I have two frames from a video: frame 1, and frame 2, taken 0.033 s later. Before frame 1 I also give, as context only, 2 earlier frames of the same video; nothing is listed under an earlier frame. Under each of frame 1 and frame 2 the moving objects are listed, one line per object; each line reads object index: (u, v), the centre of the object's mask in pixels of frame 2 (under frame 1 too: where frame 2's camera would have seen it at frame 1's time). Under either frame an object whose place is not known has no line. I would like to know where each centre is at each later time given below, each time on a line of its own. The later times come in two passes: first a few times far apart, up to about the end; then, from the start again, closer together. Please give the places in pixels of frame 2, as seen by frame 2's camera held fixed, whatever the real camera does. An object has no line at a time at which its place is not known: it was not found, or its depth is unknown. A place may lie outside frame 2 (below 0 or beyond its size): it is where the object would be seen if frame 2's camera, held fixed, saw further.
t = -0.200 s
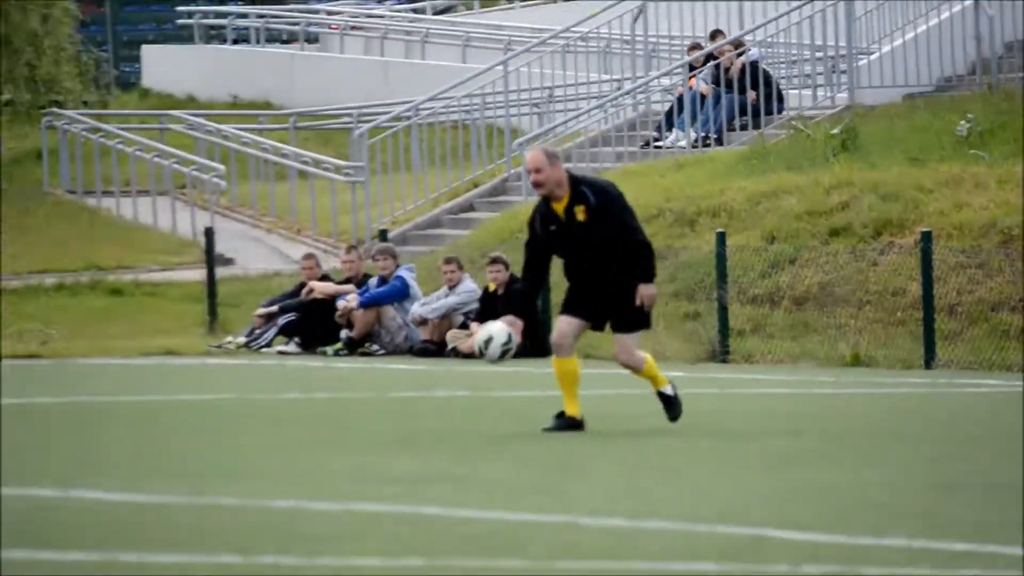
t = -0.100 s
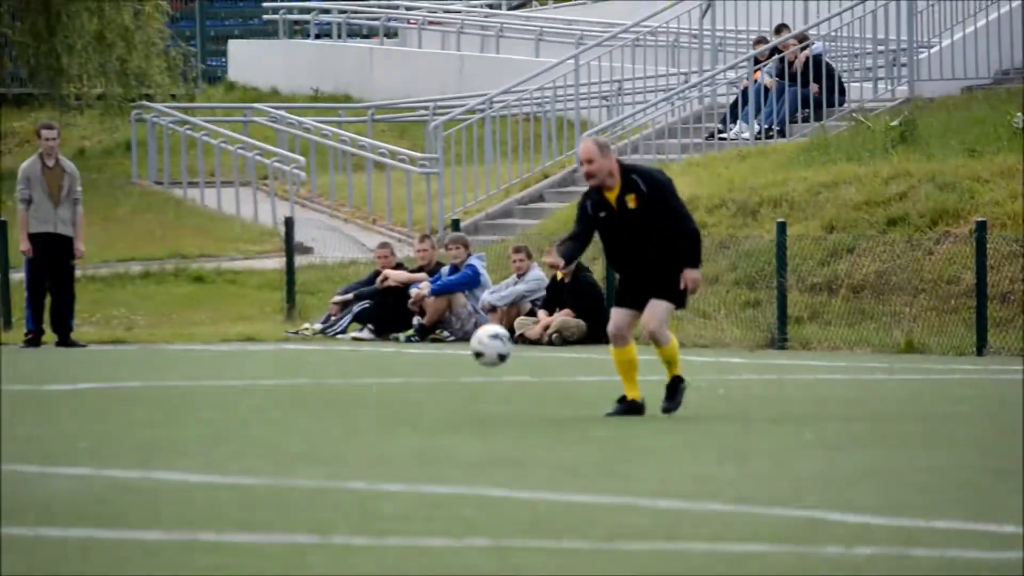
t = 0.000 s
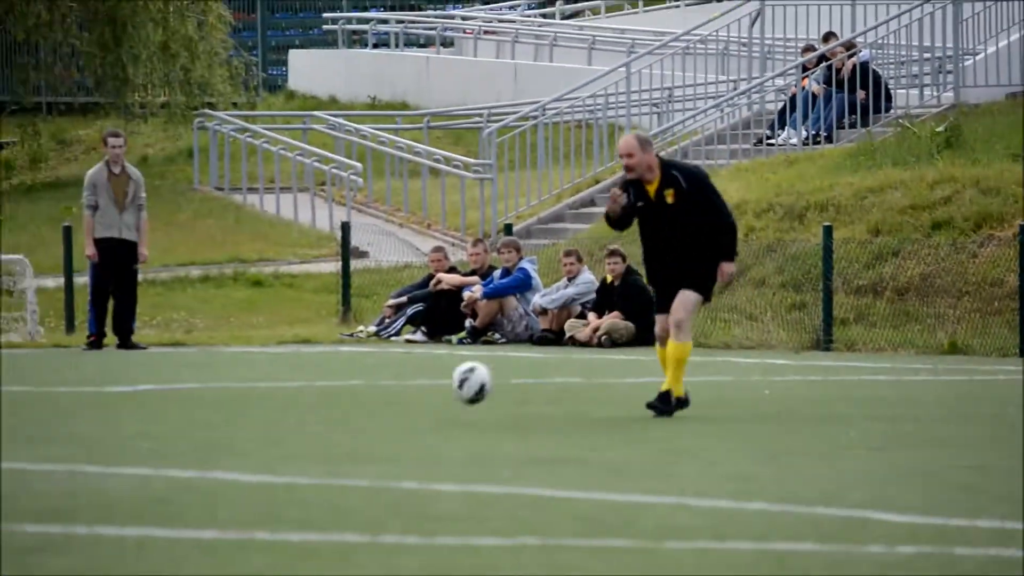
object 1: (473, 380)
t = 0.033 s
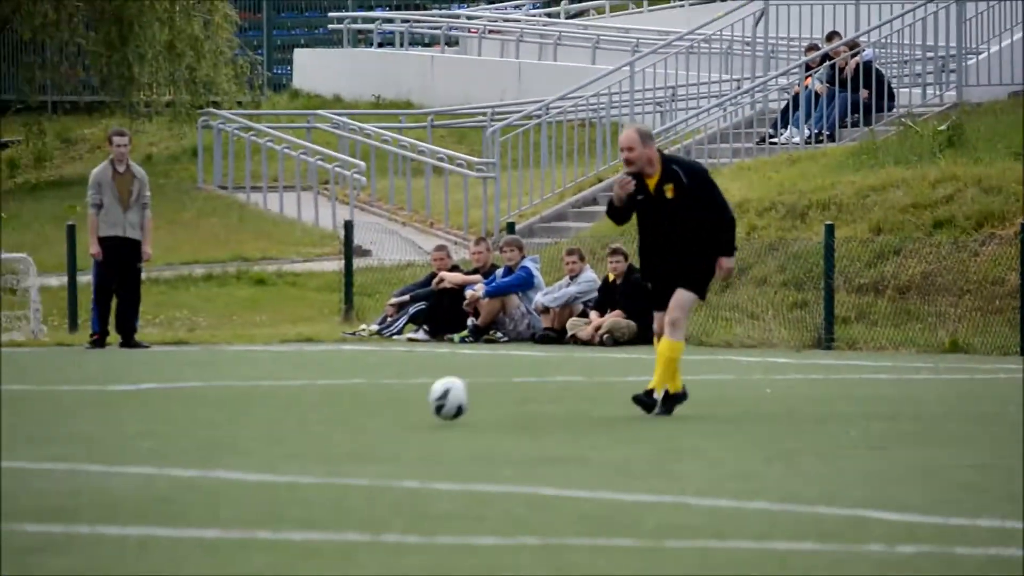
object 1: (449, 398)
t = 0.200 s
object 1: (361, 366)
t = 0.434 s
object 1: (238, 385)
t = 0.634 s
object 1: (134, 391)
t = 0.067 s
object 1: (428, 402)
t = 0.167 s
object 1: (378, 372)
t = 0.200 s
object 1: (361, 366)
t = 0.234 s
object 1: (344, 361)
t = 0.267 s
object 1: (327, 359)
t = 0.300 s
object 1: (310, 360)
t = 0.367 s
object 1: (275, 367)
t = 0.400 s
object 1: (257, 374)
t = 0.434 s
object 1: (238, 385)
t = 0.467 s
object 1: (220, 396)
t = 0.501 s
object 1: (202, 412)
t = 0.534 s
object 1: (184, 416)
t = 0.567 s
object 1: (167, 405)
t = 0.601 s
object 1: (150, 398)
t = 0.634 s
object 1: (134, 391)
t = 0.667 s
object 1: (117, 388)
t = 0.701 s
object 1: (100, 386)
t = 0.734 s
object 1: (82, 387)
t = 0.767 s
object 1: (64, 390)
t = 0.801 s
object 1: (47, 395)
